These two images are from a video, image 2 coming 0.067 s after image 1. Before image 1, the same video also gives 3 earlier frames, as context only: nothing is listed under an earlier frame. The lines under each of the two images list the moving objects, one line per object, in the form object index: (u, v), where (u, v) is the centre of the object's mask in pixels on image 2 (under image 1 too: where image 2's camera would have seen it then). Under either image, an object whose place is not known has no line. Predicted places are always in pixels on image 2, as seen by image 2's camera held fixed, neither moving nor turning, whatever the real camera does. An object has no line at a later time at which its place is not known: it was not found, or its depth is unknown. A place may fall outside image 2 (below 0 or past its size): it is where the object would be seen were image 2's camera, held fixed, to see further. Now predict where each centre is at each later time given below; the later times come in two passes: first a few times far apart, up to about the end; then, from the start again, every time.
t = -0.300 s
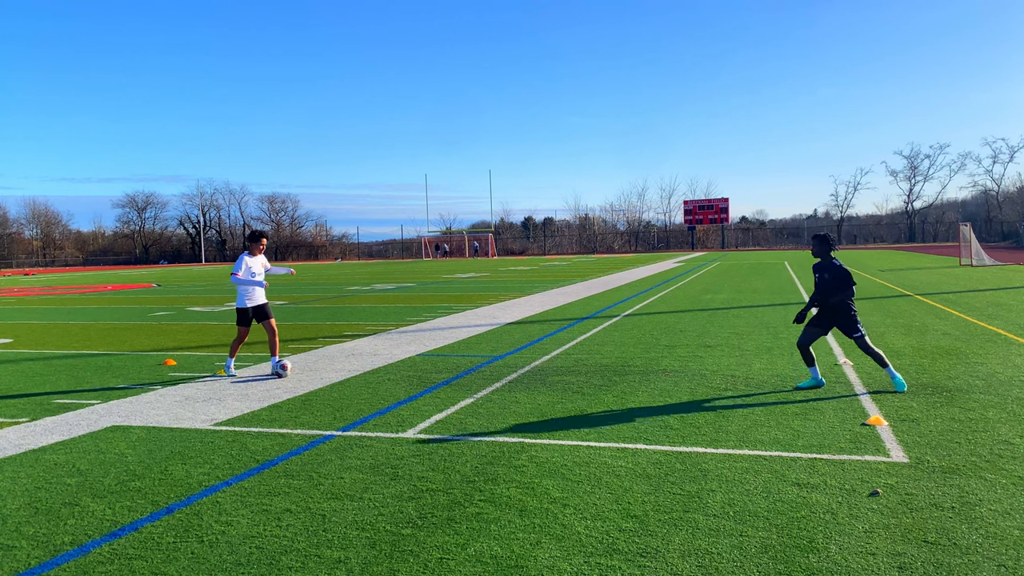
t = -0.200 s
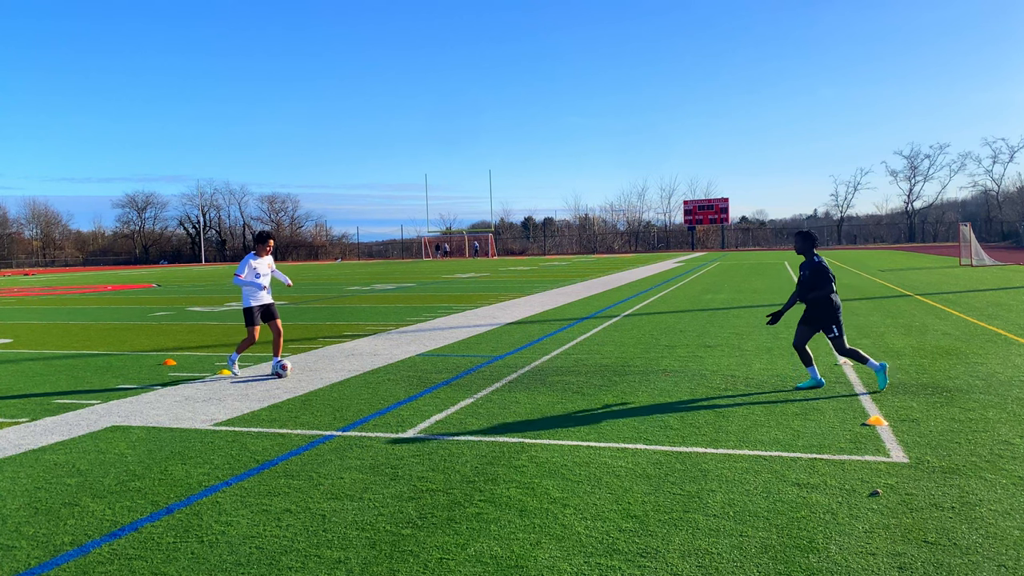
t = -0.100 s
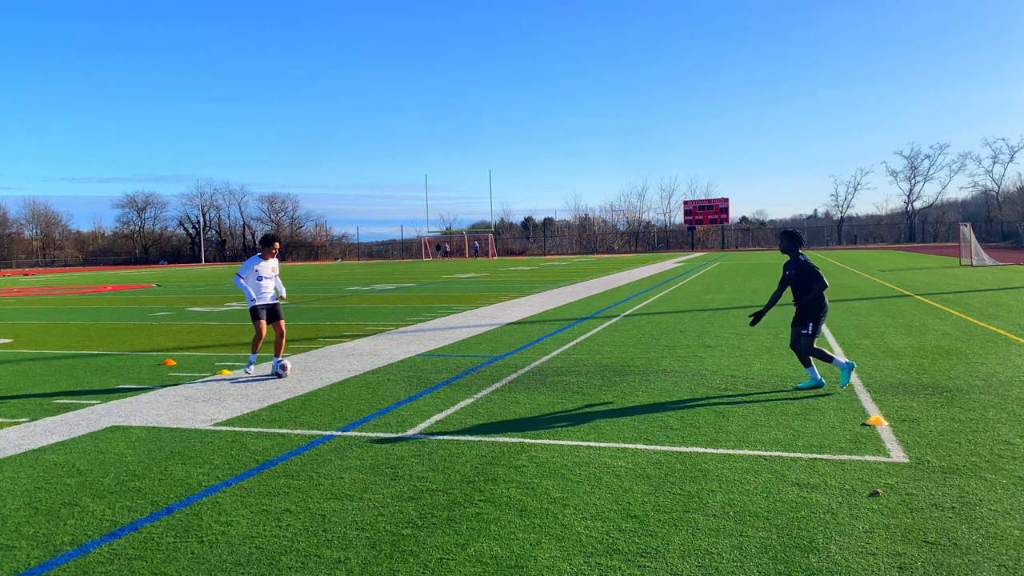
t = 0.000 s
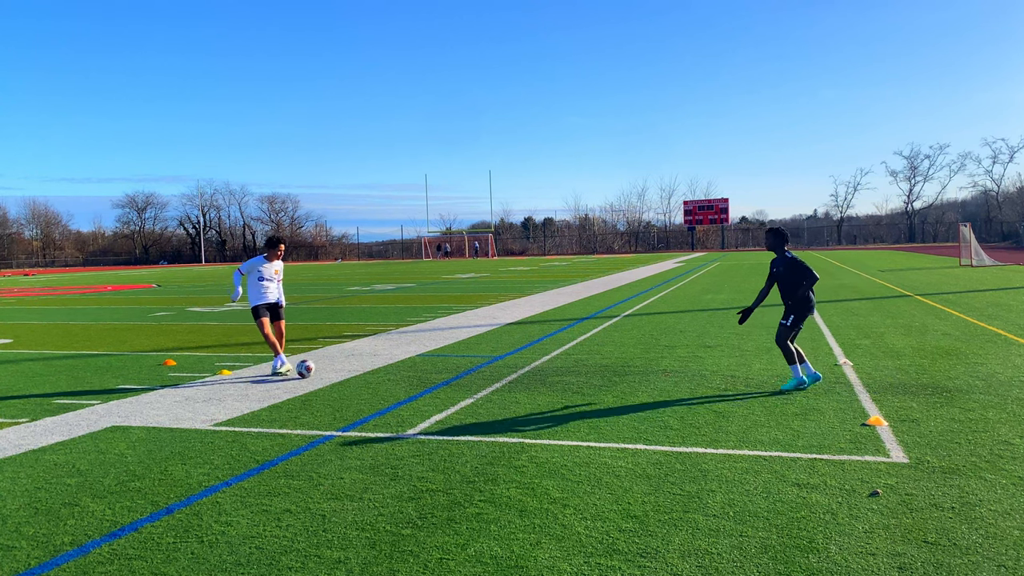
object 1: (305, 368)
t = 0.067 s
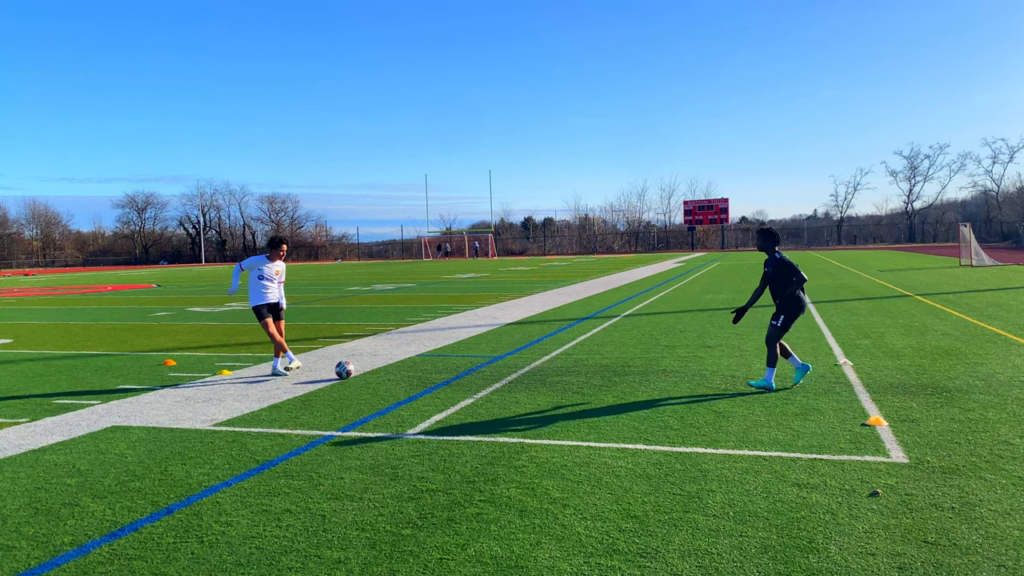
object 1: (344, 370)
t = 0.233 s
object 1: (437, 372)
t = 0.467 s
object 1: (556, 375)
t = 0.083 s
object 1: (354, 370)
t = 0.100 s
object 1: (363, 370)
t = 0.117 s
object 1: (373, 370)
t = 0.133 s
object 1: (382, 370)
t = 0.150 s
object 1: (392, 371)
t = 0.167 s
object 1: (401, 371)
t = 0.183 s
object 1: (410, 371)
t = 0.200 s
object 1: (419, 371)
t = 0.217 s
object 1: (428, 372)
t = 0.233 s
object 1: (437, 372)
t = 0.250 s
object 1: (446, 372)
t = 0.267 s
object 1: (455, 372)
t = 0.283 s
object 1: (464, 372)
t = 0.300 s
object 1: (473, 373)
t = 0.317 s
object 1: (482, 373)
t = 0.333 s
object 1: (490, 374)
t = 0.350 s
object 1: (499, 374)
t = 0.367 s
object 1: (507, 374)
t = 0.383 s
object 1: (515, 375)
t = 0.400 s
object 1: (524, 375)
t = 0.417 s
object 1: (532, 374)
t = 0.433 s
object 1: (540, 374)
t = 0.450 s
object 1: (548, 375)
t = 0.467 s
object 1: (556, 375)
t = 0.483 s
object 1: (563, 375)
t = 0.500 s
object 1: (571, 374)
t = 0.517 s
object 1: (578, 374)
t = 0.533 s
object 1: (586, 375)
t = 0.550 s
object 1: (593, 375)
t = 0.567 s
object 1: (601, 375)
